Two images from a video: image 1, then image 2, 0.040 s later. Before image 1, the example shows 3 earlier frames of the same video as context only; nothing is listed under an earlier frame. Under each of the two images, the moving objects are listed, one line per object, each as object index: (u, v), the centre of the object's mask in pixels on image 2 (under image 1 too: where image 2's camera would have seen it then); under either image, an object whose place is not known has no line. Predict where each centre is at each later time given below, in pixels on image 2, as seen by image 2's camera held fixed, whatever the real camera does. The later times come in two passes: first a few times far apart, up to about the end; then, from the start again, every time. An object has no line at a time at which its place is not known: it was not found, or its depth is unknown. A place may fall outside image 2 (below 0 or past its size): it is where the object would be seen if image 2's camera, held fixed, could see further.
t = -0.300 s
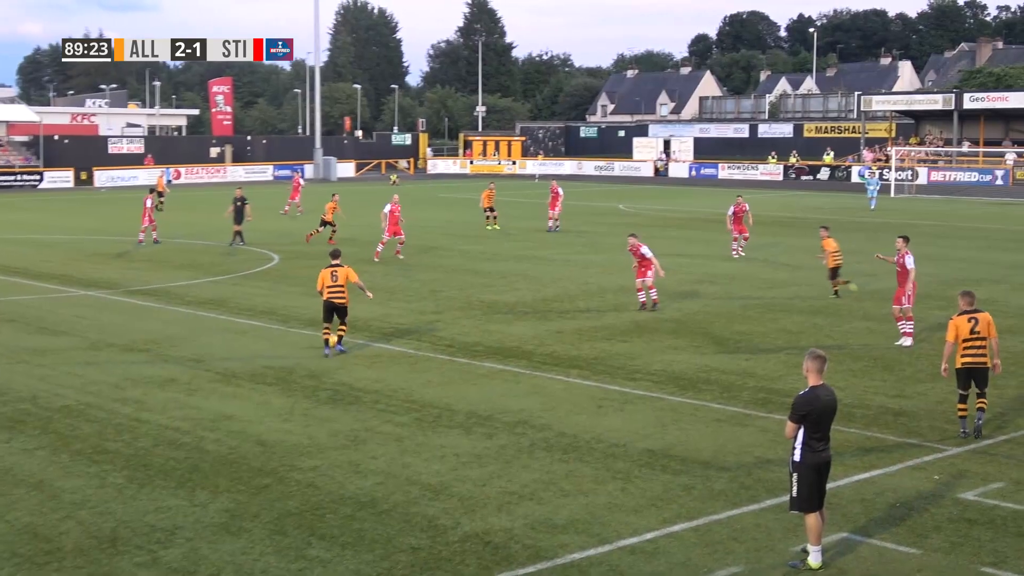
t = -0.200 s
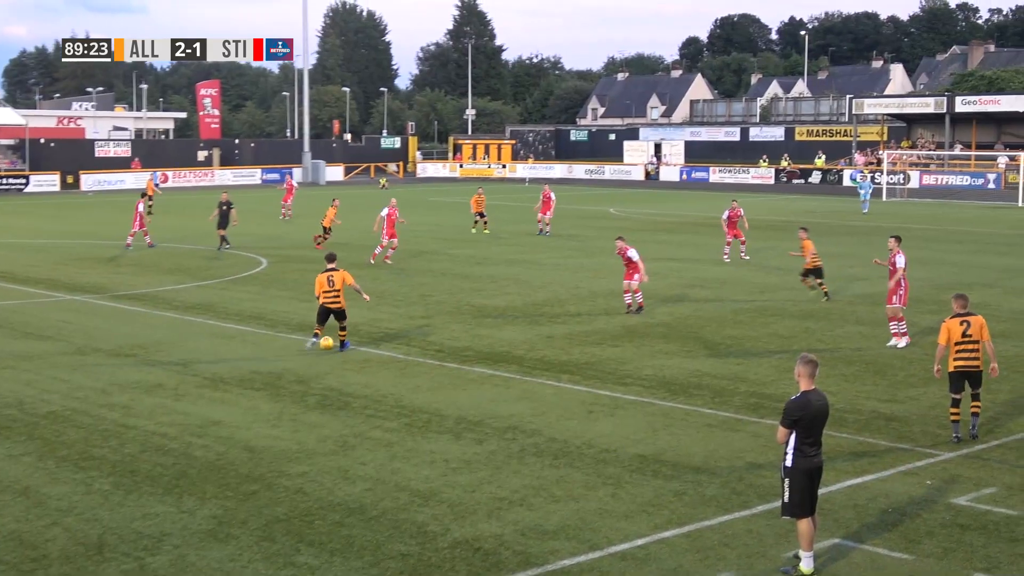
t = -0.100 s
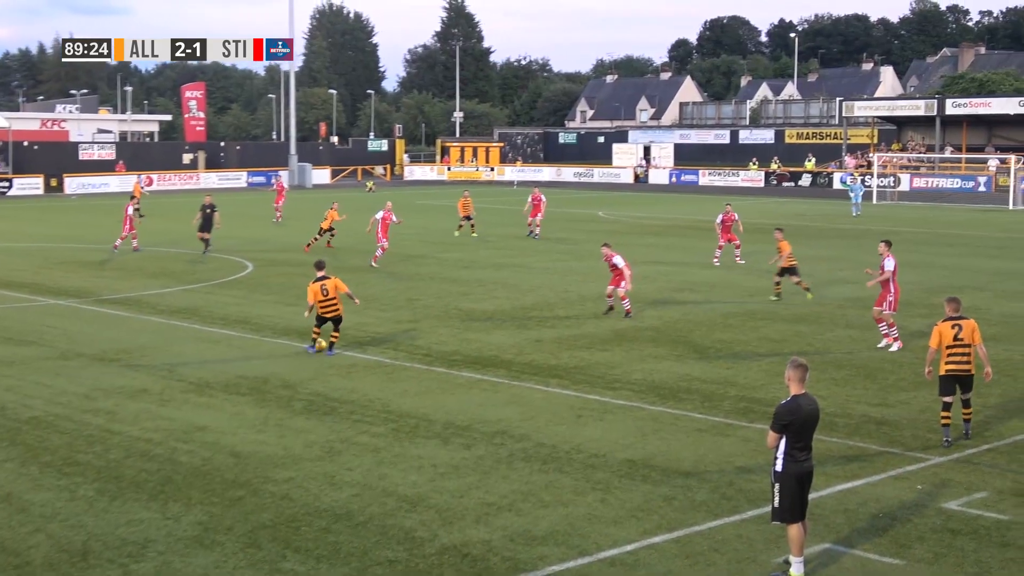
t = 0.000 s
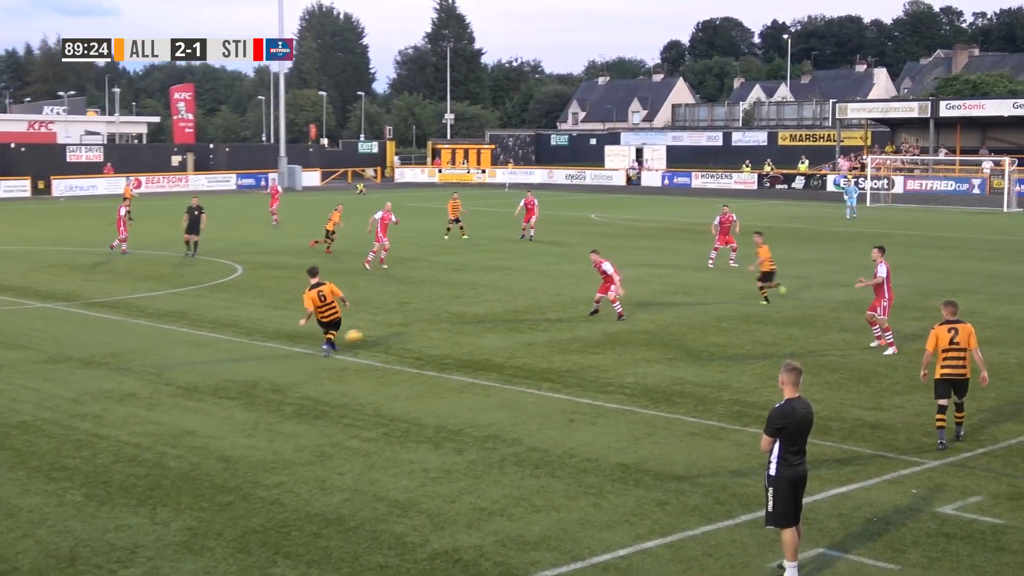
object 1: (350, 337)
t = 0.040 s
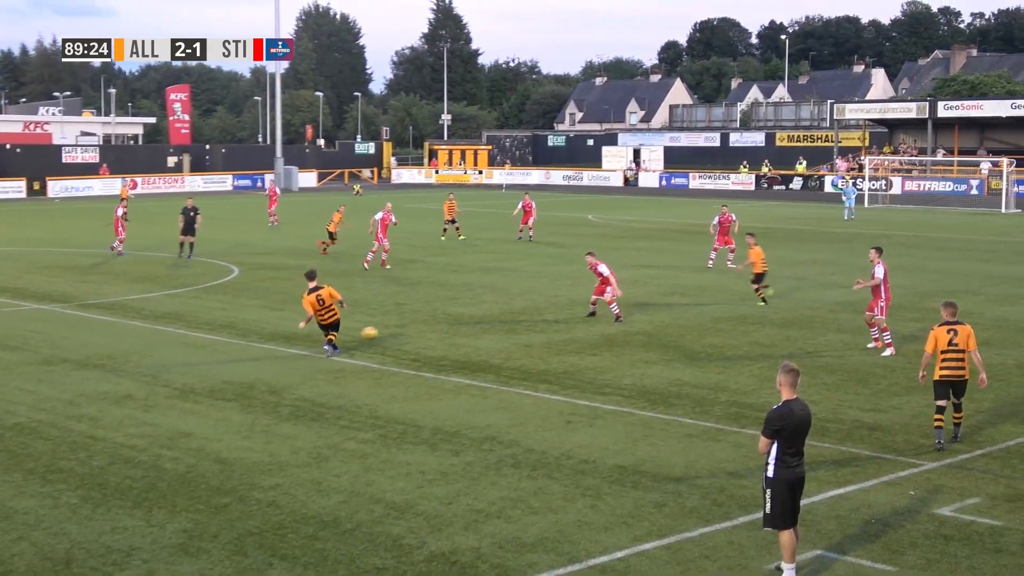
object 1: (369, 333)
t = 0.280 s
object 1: (463, 310)
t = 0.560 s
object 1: (540, 292)
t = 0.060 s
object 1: (379, 331)
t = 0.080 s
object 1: (388, 330)
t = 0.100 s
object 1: (397, 327)
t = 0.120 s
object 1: (405, 325)
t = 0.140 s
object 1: (414, 322)
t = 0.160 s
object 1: (421, 320)
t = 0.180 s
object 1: (429, 318)
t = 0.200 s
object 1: (437, 316)
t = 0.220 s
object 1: (443, 314)
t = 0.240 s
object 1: (450, 313)
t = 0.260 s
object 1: (457, 312)
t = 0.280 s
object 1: (463, 310)
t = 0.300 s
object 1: (469, 309)
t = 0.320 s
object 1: (475, 307)
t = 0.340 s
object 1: (481, 306)
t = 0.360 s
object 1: (487, 305)
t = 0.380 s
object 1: (493, 303)
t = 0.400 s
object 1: (498, 302)
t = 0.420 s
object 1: (504, 300)
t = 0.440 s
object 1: (509, 298)
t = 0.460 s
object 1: (515, 297)
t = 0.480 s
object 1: (520, 296)
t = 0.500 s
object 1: (525, 295)
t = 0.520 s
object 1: (530, 294)
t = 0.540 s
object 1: (535, 293)
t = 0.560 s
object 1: (540, 292)
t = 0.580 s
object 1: (545, 290)
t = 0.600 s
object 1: (549, 289)
